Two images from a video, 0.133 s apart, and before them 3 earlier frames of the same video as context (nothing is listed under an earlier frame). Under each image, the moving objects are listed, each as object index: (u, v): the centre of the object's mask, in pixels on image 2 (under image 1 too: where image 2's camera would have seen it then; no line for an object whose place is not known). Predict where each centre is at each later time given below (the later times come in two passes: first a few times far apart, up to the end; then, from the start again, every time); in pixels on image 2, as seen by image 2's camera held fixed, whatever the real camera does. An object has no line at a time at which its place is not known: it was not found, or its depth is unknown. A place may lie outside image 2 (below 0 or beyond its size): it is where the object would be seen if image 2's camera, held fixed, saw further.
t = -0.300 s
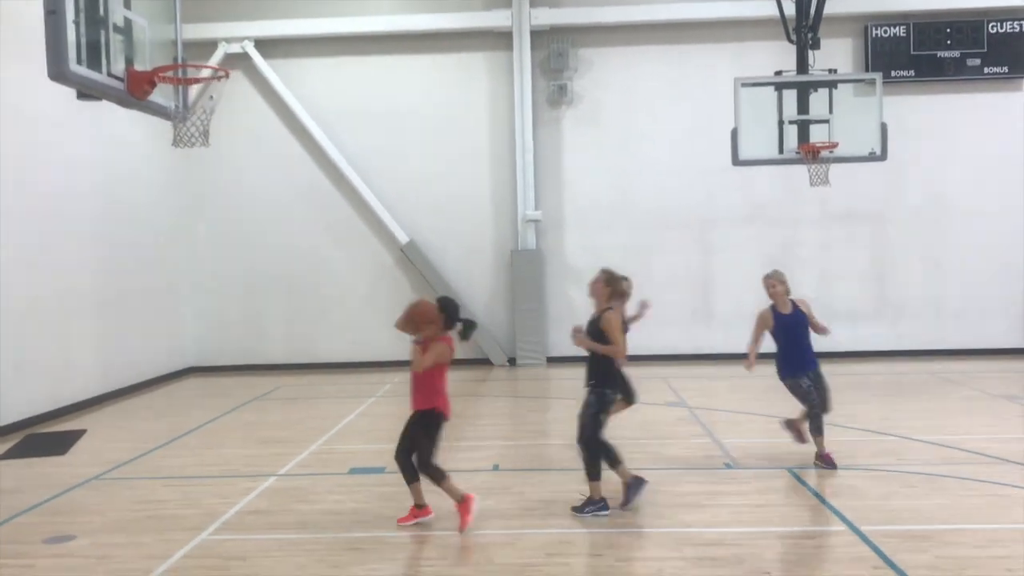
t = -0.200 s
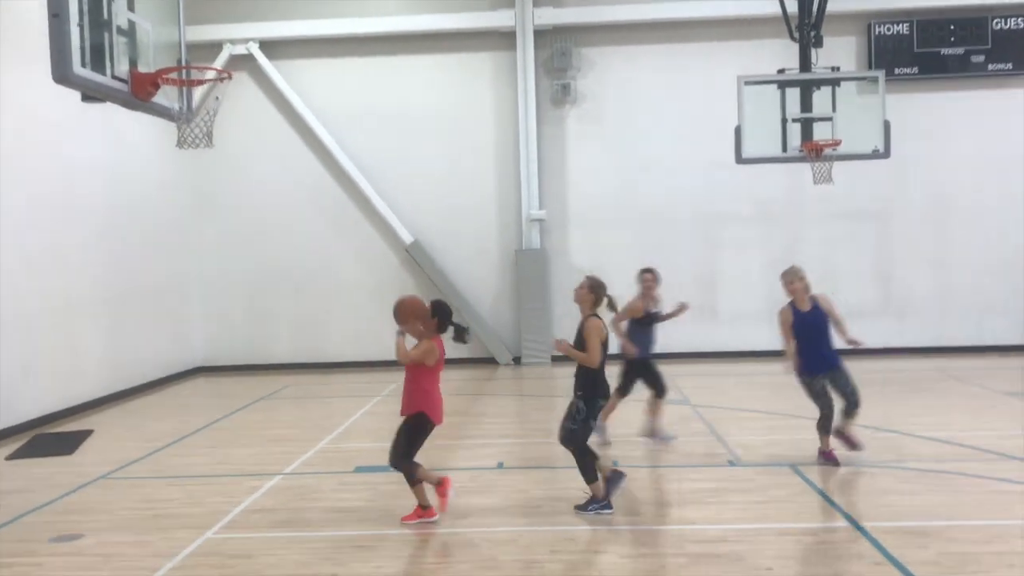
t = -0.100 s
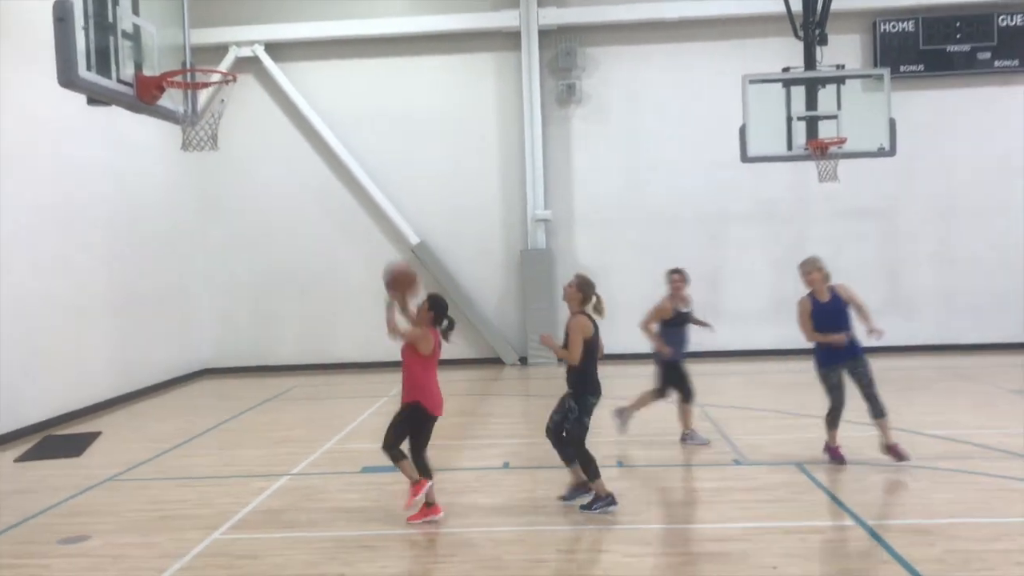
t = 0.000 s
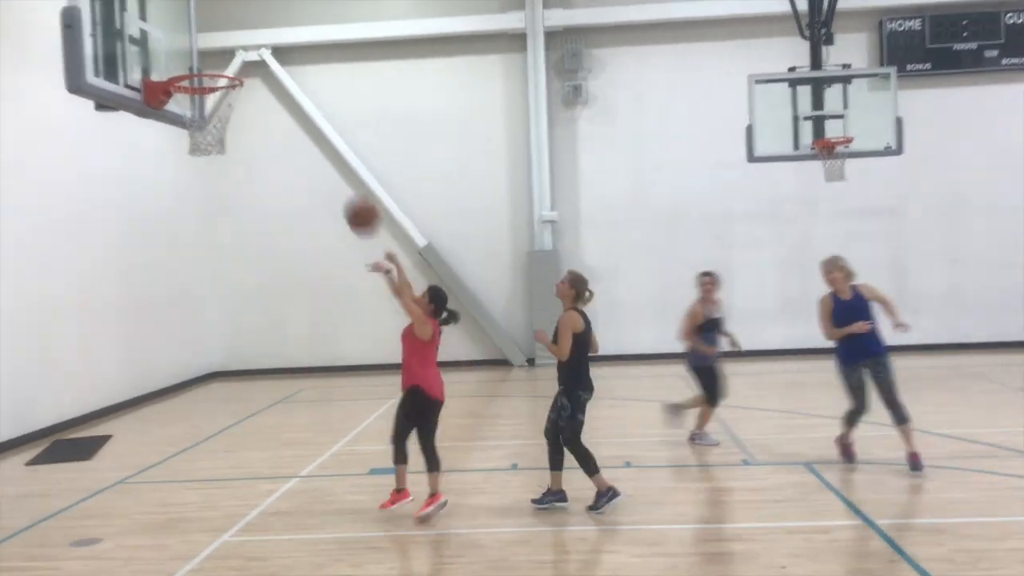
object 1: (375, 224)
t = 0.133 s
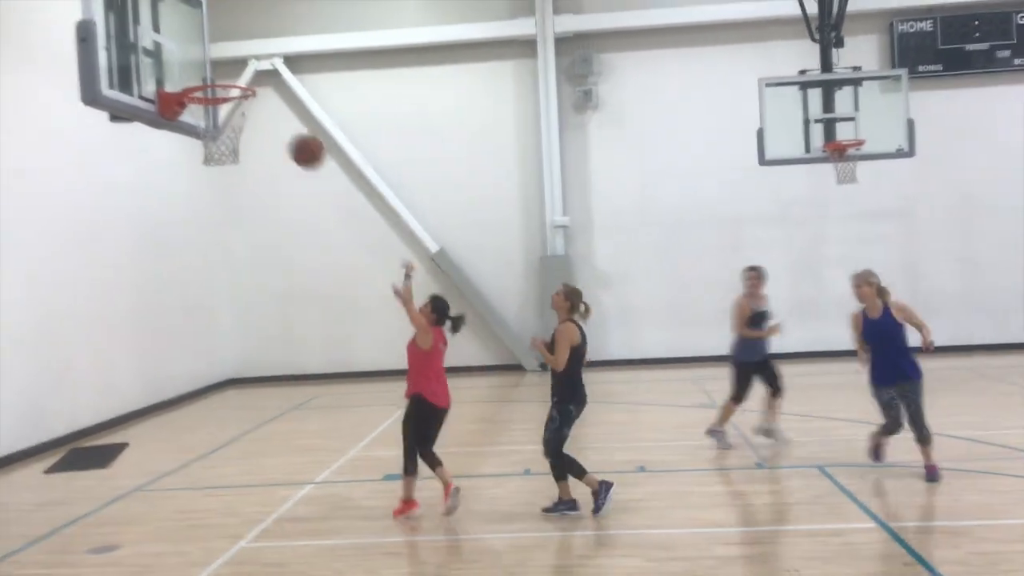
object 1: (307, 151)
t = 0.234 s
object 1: (260, 114)
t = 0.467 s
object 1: (239, 173)
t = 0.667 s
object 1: (230, 273)
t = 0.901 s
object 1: (221, 434)
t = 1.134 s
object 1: (216, 380)
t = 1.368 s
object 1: (212, 303)
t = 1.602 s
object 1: (210, 288)
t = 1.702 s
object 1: (211, 299)
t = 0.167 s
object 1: (290, 137)
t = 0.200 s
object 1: (274, 124)
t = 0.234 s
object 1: (260, 114)
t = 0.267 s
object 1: (251, 110)
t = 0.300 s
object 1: (249, 119)
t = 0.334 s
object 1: (246, 125)
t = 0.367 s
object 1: (246, 135)
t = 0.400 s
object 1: (242, 146)
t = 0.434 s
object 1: (243, 161)
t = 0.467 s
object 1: (239, 173)
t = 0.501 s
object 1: (237, 186)
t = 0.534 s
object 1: (235, 203)
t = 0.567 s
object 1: (234, 219)
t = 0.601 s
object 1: (232, 236)
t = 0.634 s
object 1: (231, 254)
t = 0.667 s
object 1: (230, 273)
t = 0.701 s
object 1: (230, 293)
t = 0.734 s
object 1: (228, 314)
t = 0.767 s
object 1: (227, 336)
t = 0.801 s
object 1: (226, 358)
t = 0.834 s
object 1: (225, 381)
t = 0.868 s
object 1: (223, 407)
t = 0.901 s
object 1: (221, 434)
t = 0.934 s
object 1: (222, 458)
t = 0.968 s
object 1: (221, 475)
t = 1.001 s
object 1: (220, 452)
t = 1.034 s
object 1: (219, 432)
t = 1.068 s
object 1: (217, 416)
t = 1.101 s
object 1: (218, 398)
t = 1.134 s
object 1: (216, 380)
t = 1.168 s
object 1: (215, 365)
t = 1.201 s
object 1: (214, 351)
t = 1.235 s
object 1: (214, 339)
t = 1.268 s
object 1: (213, 328)
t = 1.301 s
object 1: (212, 319)
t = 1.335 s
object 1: (212, 310)
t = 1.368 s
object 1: (212, 303)
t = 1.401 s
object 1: (211, 298)
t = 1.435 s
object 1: (211, 293)
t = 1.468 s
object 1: (211, 289)
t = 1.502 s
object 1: (211, 287)
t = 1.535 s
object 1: (210, 286)
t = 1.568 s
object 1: (211, 286)
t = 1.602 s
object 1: (210, 288)
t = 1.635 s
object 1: (211, 290)
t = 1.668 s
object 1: (211, 294)
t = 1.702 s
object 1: (211, 299)
